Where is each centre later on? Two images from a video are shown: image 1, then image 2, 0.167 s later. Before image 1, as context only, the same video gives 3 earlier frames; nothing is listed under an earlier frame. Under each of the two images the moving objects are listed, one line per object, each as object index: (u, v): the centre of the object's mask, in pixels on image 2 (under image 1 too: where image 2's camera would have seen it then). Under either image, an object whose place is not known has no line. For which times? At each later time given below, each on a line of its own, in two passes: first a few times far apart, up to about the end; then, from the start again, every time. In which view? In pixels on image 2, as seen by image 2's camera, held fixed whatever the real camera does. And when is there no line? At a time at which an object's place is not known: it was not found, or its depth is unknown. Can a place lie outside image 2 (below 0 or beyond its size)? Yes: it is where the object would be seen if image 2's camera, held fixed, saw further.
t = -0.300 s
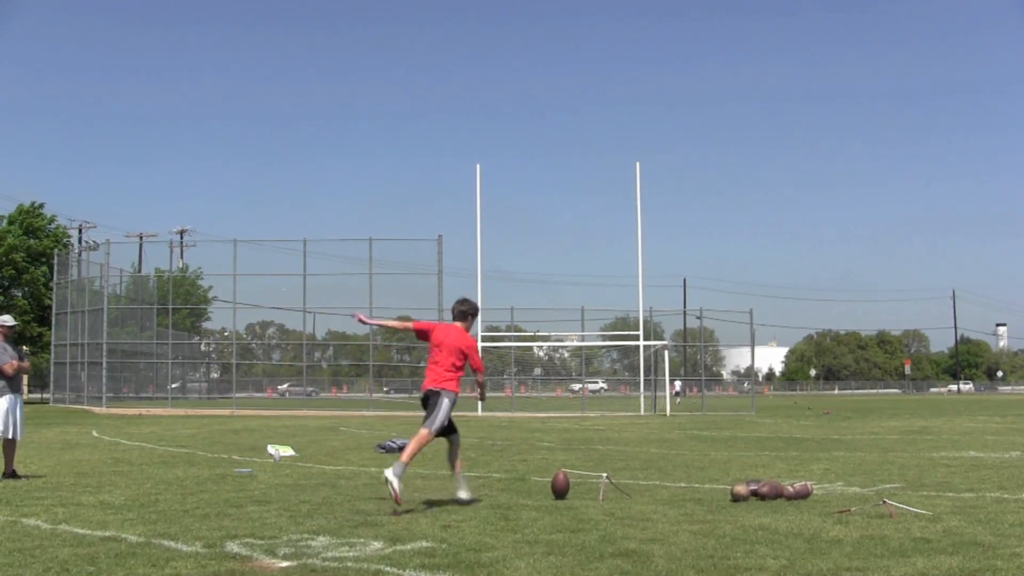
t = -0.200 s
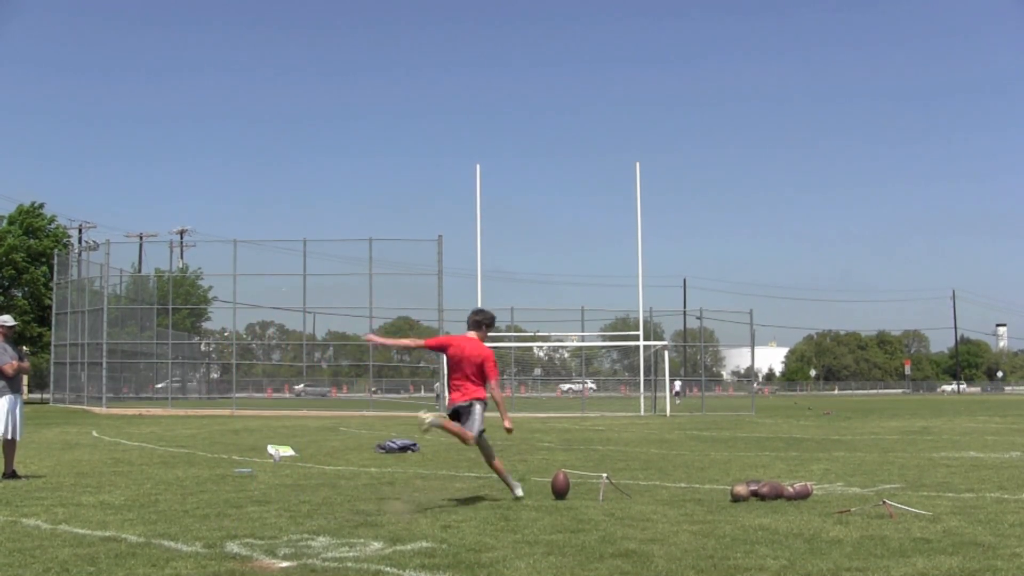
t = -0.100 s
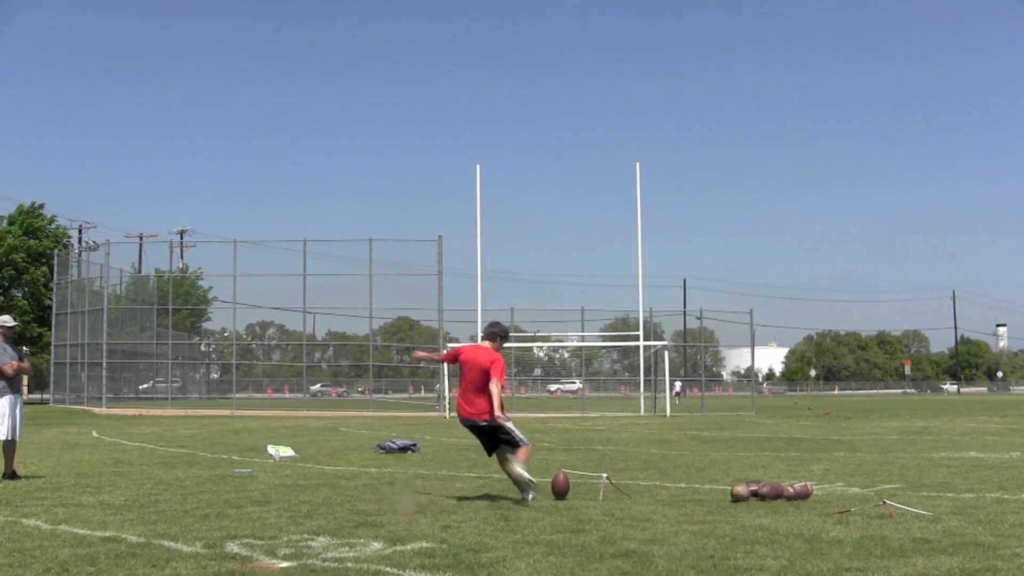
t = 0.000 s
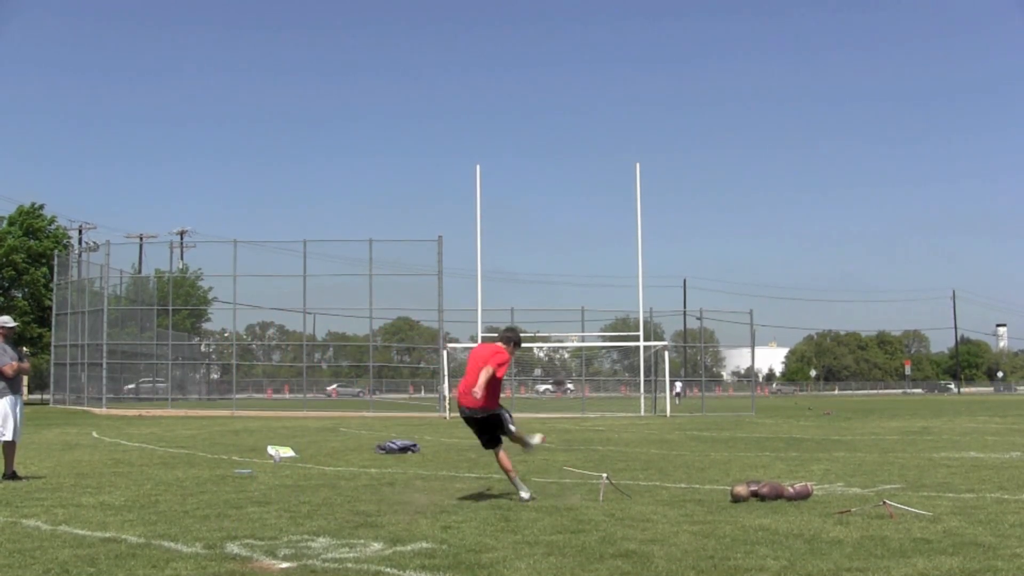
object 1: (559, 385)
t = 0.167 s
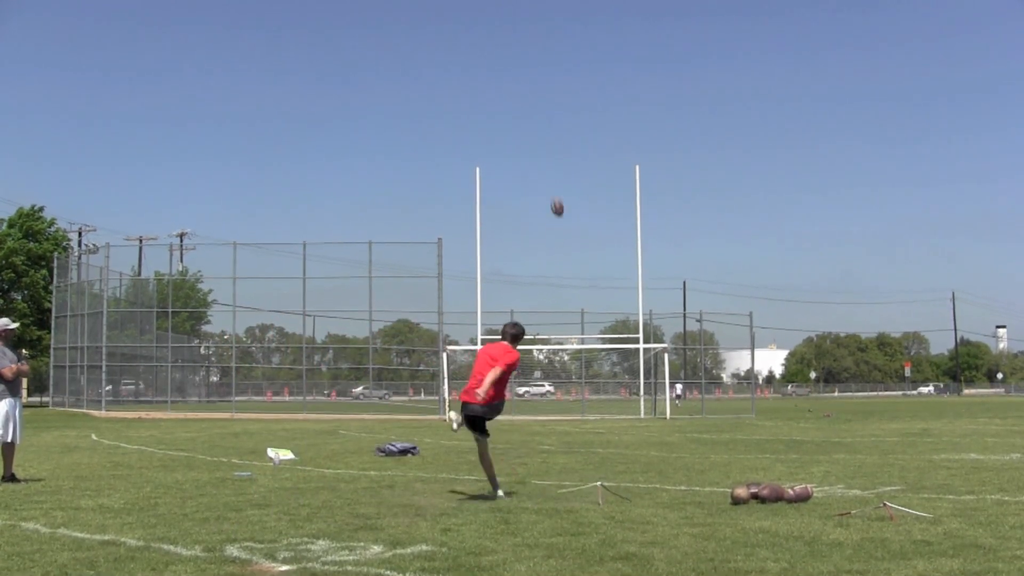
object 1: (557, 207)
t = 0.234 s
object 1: (557, 162)
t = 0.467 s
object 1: (562, 67)
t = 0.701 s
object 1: (568, 23)
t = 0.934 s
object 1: (573, 7)
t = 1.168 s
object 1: (577, 9)
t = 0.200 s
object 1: (557, 183)
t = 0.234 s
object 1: (557, 162)
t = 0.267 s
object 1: (558, 144)
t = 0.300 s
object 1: (559, 127)
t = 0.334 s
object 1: (560, 112)
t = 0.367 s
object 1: (560, 99)
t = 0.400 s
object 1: (561, 87)
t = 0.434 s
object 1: (561, 76)
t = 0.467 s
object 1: (562, 67)
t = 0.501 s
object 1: (563, 58)
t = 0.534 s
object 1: (563, 50)
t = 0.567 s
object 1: (565, 43)
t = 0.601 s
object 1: (566, 38)
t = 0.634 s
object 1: (566, 32)
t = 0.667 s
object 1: (567, 27)
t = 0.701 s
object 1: (568, 23)
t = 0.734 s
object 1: (569, 19)
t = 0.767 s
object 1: (570, 16)
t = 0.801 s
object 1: (571, 14)
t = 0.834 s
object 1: (571, 11)
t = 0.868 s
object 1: (572, 10)
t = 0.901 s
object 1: (573, 7)
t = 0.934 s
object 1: (573, 7)
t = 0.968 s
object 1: (574, 6)
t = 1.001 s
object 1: (574, 5)
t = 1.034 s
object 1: (575, 5)
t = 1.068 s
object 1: (575, 6)
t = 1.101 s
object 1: (576, 6)
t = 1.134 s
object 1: (576, 7)
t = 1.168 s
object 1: (577, 9)
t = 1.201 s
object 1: (577, 9)
